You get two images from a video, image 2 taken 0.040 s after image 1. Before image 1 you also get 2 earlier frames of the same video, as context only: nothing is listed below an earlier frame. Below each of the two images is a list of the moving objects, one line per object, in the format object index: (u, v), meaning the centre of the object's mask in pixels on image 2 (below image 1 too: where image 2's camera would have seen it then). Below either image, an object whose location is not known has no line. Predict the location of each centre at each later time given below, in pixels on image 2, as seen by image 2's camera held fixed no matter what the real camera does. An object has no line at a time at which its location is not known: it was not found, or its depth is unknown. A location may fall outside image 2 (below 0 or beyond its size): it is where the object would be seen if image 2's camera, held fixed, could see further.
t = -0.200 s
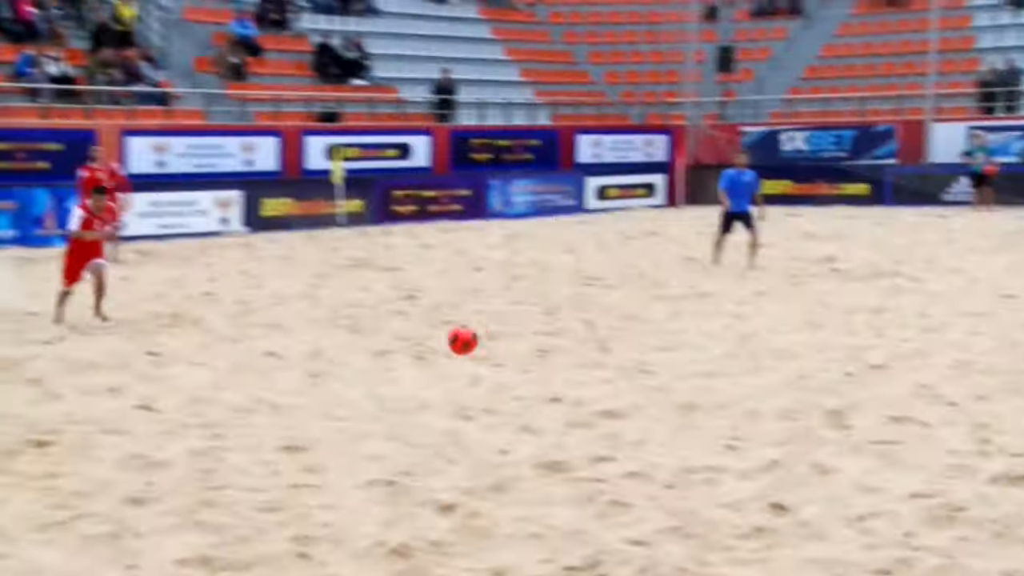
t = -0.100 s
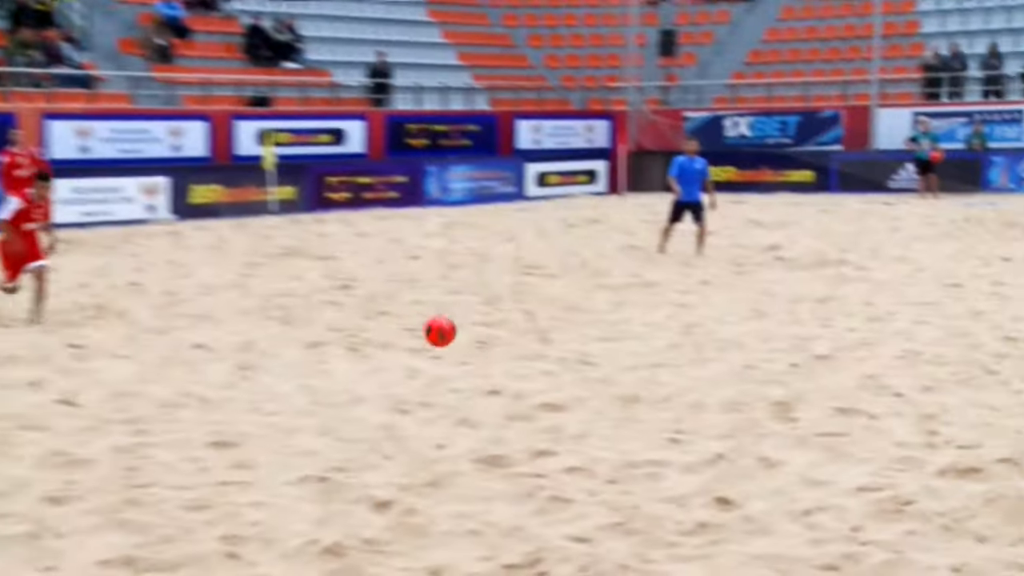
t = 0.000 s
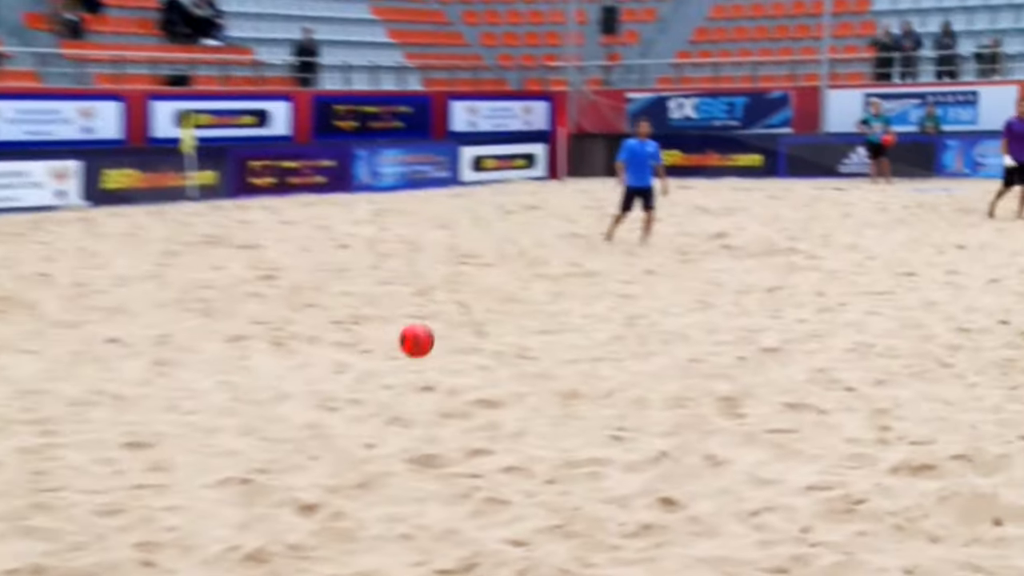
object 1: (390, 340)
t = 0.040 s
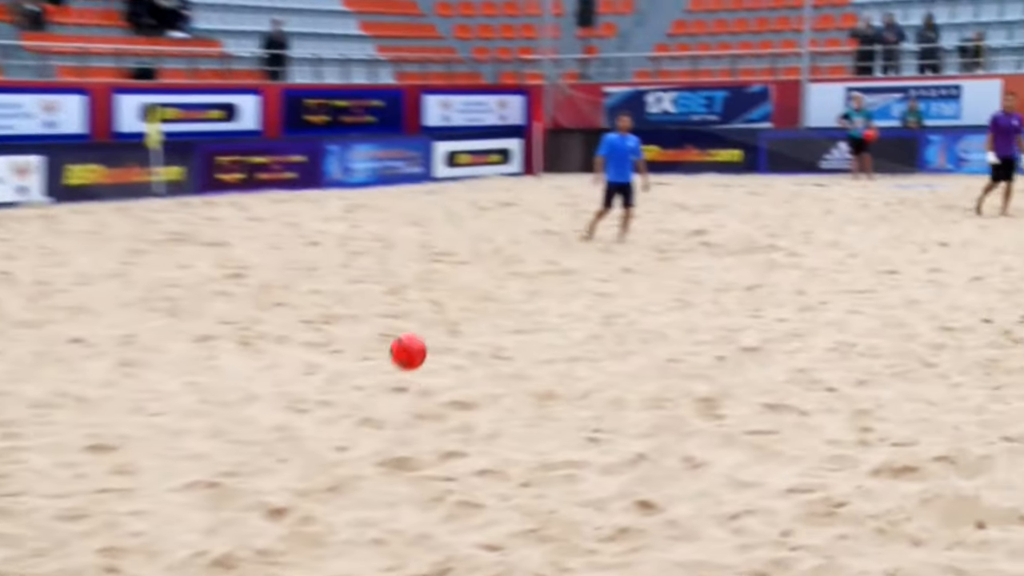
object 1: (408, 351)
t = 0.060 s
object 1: (418, 359)
